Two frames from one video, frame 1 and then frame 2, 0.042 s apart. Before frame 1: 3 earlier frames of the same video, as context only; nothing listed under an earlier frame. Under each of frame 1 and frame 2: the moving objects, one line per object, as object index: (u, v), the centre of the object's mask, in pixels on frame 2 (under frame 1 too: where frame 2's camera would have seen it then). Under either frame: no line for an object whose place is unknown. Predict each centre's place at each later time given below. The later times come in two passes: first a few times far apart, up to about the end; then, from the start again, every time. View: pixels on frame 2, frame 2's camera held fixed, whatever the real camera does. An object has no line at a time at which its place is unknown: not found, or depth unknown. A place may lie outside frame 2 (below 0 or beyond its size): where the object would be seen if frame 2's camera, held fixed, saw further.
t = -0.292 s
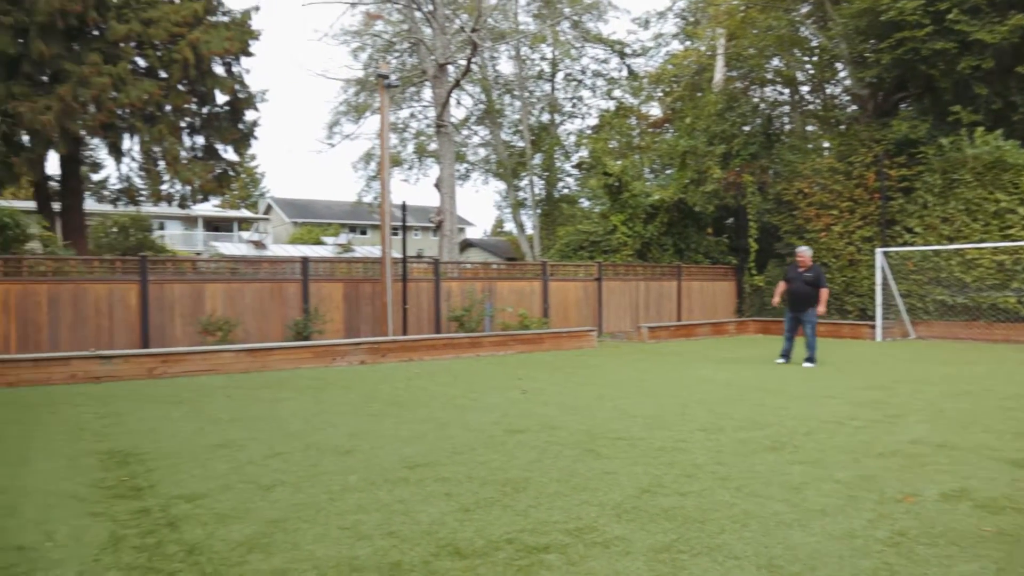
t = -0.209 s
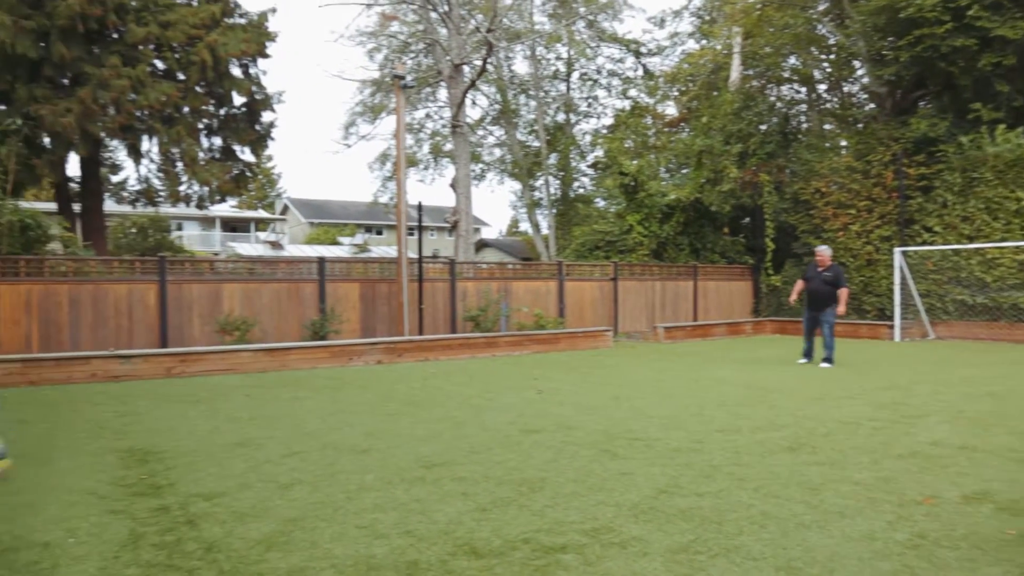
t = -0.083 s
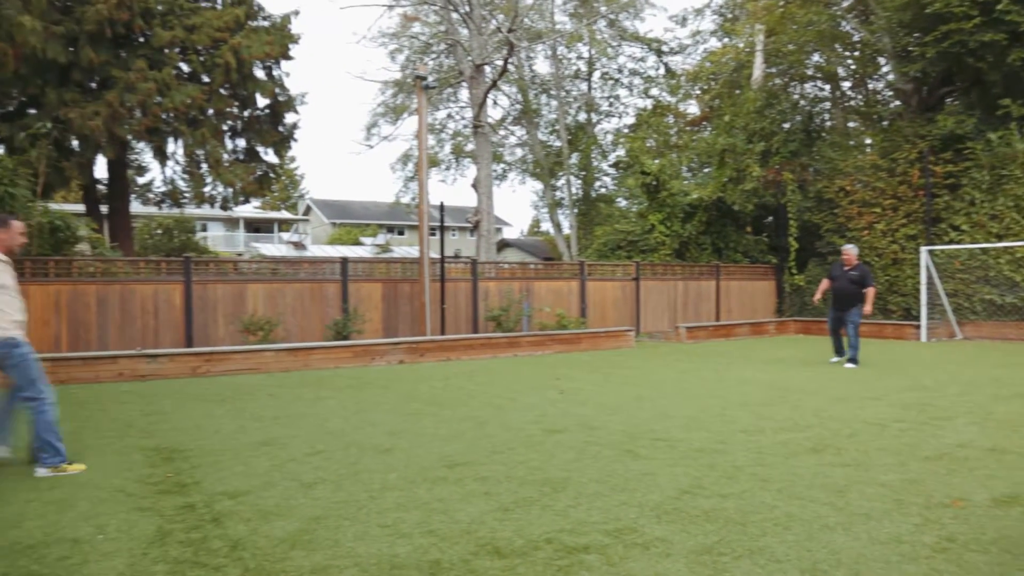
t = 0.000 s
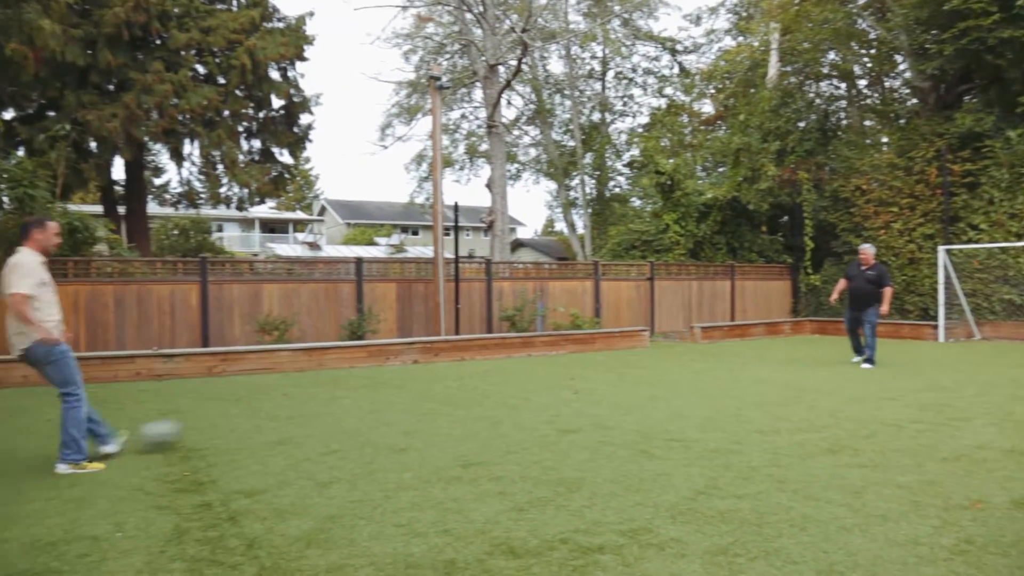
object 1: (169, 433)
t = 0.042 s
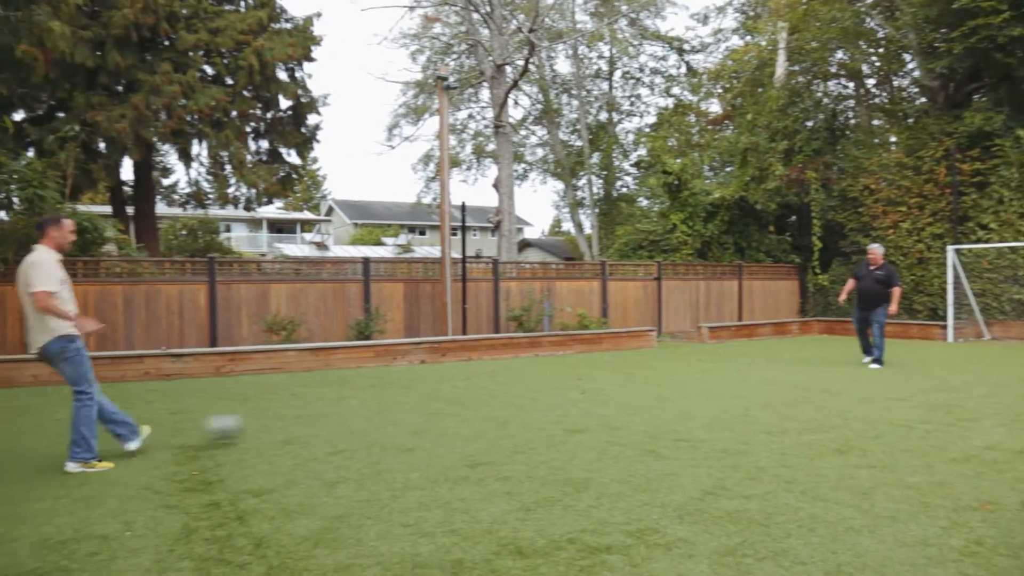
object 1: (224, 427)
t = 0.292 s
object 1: (477, 407)
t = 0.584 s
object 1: (651, 389)
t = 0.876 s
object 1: (757, 379)
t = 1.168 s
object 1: (841, 371)
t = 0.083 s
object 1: (276, 424)
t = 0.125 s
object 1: (325, 423)
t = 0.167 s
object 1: (369, 421)
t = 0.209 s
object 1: (407, 414)
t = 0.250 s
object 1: (444, 411)
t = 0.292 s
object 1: (477, 407)
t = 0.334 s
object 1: (511, 406)
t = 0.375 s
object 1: (539, 402)
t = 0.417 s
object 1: (564, 399)
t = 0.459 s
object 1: (589, 397)
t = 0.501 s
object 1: (612, 394)
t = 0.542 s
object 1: (632, 392)
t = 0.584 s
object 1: (651, 389)
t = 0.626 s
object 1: (670, 388)
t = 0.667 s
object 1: (686, 387)
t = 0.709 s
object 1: (702, 383)
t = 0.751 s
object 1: (717, 380)
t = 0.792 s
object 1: (730, 380)
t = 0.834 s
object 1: (744, 380)
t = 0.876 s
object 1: (757, 379)
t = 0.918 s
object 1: (770, 377)
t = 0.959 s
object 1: (783, 375)
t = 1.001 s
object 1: (795, 376)
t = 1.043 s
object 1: (807, 374)
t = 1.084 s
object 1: (819, 373)
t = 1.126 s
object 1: (830, 373)
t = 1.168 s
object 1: (841, 371)
